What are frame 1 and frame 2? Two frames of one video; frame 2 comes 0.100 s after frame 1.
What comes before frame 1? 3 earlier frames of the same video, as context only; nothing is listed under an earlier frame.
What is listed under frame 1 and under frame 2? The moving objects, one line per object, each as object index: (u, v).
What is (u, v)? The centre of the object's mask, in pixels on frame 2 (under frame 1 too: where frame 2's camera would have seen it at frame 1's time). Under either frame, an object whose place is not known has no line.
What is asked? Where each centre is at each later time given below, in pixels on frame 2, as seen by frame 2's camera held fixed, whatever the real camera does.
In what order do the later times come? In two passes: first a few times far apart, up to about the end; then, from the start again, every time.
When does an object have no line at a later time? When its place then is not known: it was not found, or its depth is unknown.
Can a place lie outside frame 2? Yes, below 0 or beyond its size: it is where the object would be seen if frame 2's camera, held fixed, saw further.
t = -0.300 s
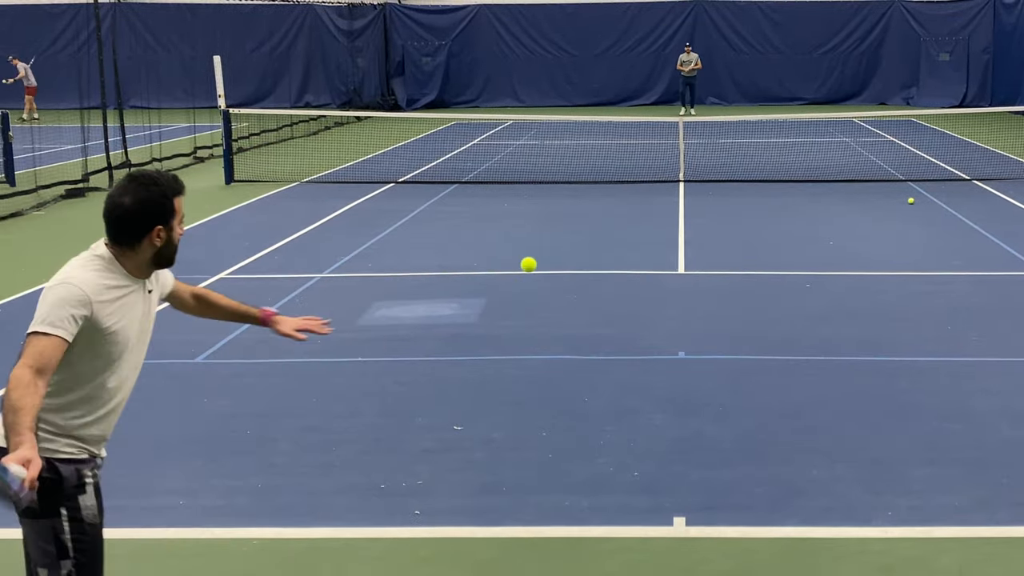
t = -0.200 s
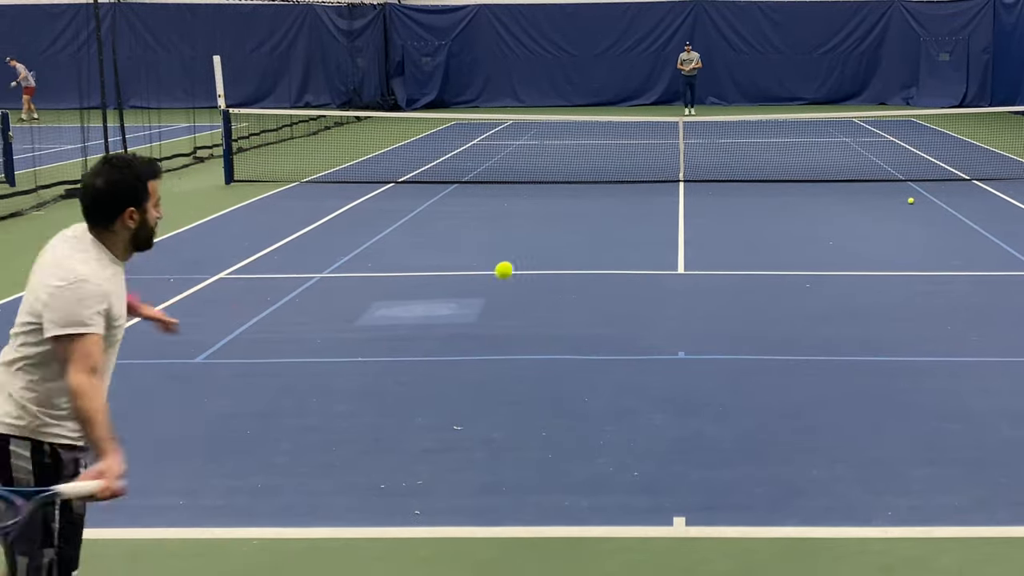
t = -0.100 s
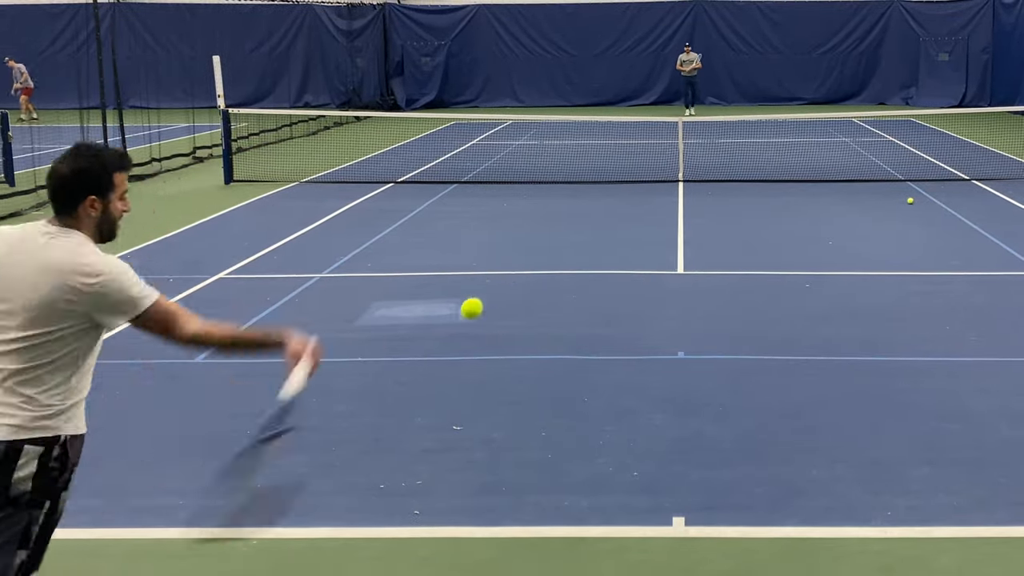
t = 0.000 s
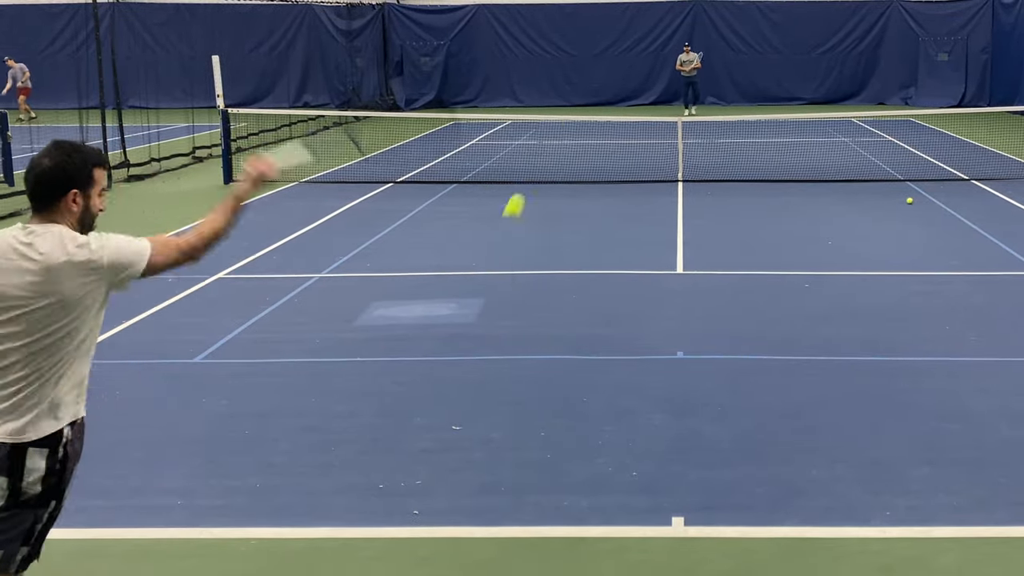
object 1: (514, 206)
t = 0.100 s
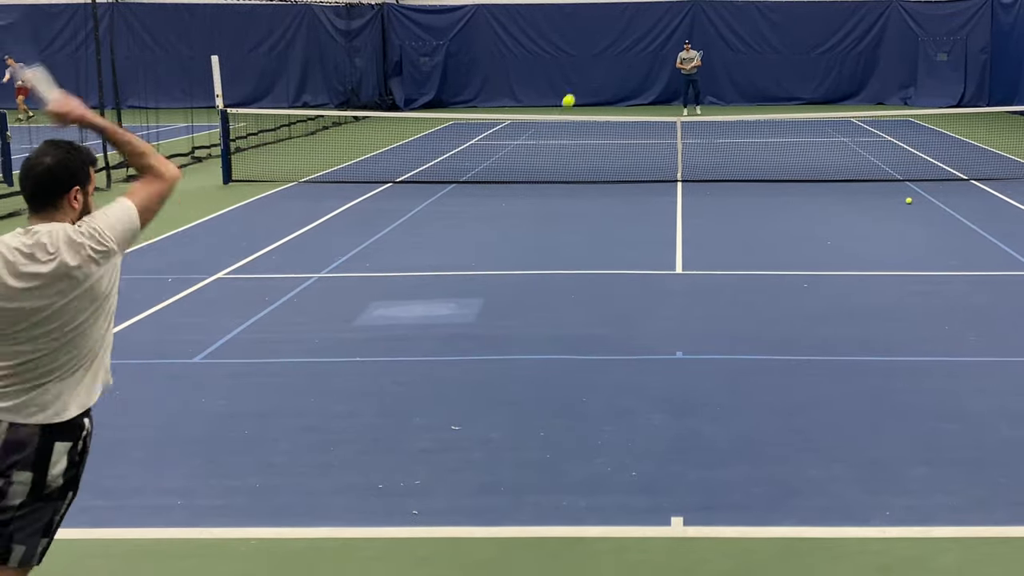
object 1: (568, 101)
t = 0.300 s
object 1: (608, 56)
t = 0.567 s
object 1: (624, 86)
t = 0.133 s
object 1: (578, 84)
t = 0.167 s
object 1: (587, 72)
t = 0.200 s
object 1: (594, 64)
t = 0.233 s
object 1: (599, 59)
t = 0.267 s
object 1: (603, 57)
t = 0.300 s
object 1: (608, 56)
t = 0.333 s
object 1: (611, 57)
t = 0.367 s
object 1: (614, 58)
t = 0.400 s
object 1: (616, 61)
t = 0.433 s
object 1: (618, 65)
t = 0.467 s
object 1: (621, 69)
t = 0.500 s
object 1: (622, 74)
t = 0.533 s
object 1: (623, 80)
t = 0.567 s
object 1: (624, 86)
